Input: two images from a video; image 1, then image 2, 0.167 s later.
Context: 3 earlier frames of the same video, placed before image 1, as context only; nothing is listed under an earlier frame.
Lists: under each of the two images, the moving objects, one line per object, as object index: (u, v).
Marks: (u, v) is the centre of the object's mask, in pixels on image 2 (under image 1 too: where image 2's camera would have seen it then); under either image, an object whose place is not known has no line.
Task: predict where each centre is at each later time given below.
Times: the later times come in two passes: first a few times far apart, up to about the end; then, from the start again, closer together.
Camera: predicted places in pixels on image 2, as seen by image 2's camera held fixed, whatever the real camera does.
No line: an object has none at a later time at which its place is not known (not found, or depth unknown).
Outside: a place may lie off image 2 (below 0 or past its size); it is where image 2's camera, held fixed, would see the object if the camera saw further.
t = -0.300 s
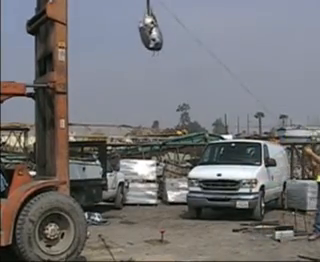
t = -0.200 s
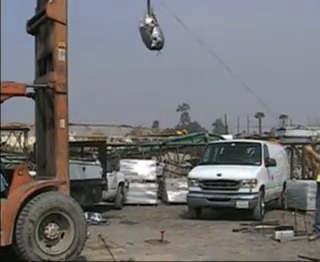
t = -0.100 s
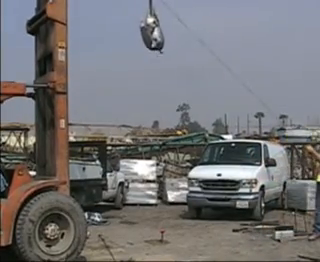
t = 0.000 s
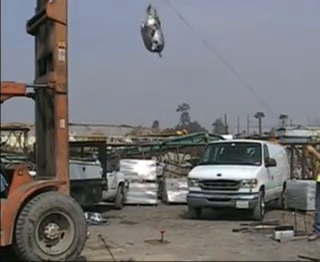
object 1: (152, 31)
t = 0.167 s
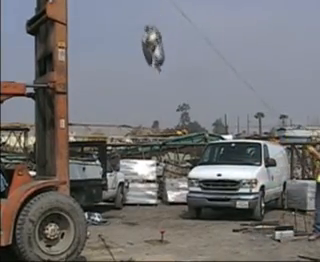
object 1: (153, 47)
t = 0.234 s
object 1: (153, 57)
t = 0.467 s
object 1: (154, 112)
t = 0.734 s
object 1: (156, 220)
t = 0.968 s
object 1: (145, 235)
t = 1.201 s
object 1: (141, 237)
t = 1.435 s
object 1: (140, 237)
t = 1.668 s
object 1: (141, 237)
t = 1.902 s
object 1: (142, 237)
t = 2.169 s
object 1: (141, 237)
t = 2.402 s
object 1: (140, 237)
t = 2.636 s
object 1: (140, 237)
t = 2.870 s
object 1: (140, 237)
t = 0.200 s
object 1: (153, 52)
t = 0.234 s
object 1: (153, 57)
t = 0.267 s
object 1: (153, 63)
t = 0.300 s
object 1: (154, 70)
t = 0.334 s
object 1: (154, 78)
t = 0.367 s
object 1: (154, 85)
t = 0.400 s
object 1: (154, 94)
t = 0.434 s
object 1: (154, 104)
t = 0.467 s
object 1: (154, 112)
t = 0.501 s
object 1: (154, 121)
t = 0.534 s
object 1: (154, 134)
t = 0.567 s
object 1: (154, 145)
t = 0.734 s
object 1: (156, 220)
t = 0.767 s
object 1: (156, 229)
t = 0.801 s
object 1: (154, 230)
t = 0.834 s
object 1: (153, 230)
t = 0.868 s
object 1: (151, 230)
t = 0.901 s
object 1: (149, 231)
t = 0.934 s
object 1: (147, 234)
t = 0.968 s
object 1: (145, 235)
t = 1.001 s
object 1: (145, 235)
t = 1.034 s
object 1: (144, 236)
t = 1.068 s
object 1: (142, 236)
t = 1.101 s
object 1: (142, 236)
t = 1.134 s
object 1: (141, 236)
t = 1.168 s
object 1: (141, 236)
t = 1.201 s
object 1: (141, 237)
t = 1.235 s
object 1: (141, 237)
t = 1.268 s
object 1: (142, 237)
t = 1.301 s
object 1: (142, 237)
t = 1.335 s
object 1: (140, 237)
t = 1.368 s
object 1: (142, 237)
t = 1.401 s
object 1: (140, 237)
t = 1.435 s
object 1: (140, 237)
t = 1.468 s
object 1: (141, 237)
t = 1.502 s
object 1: (140, 237)
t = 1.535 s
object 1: (140, 237)
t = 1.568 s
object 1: (141, 237)
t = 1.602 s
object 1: (141, 237)
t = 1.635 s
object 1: (141, 237)
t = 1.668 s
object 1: (141, 237)
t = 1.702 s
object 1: (141, 237)
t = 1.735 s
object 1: (141, 237)
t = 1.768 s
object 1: (141, 237)
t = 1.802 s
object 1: (141, 237)
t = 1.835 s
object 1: (142, 237)
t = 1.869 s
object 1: (141, 237)
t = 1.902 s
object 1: (142, 237)
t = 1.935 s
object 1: (141, 237)
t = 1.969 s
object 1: (142, 237)
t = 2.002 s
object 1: (141, 237)
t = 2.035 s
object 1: (141, 237)
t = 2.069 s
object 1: (141, 237)
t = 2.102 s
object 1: (141, 237)
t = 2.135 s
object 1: (142, 237)
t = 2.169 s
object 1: (141, 237)
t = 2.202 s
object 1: (140, 237)
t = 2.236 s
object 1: (140, 237)
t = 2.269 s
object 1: (140, 237)
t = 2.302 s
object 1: (140, 237)
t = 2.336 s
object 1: (140, 237)
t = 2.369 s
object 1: (140, 237)
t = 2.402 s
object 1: (140, 237)
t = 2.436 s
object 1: (140, 237)
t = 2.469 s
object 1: (140, 237)
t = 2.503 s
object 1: (140, 237)
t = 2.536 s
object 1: (140, 237)
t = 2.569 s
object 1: (140, 237)
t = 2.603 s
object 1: (140, 237)
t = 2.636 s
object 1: (140, 237)
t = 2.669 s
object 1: (140, 237)
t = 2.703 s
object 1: (140, 237)
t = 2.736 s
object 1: (140, 237)
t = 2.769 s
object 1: (140, 237)
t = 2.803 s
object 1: (140, 237)
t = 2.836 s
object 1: (140, 237)
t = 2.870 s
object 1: (140, 237)
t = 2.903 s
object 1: (140, 237)
